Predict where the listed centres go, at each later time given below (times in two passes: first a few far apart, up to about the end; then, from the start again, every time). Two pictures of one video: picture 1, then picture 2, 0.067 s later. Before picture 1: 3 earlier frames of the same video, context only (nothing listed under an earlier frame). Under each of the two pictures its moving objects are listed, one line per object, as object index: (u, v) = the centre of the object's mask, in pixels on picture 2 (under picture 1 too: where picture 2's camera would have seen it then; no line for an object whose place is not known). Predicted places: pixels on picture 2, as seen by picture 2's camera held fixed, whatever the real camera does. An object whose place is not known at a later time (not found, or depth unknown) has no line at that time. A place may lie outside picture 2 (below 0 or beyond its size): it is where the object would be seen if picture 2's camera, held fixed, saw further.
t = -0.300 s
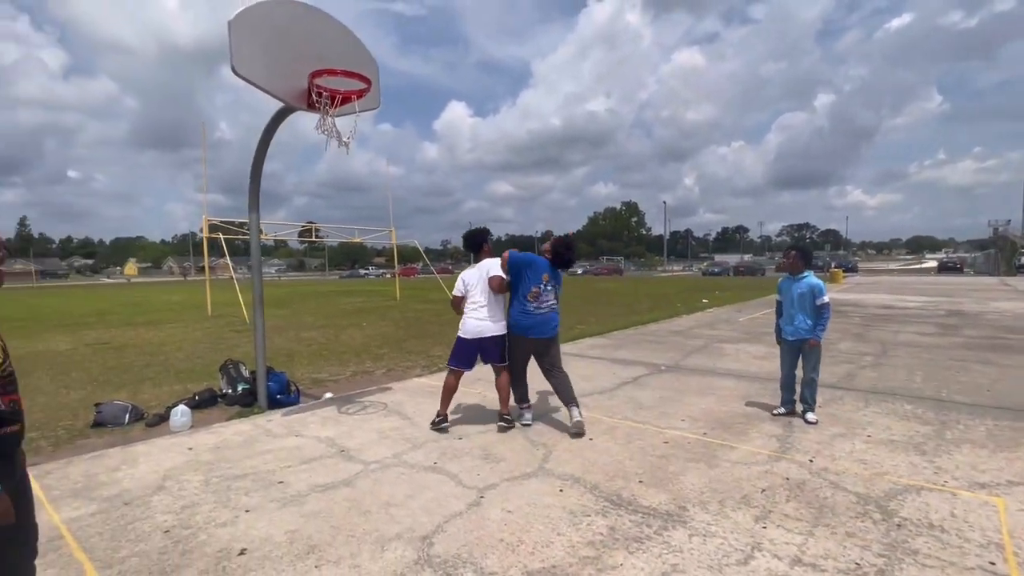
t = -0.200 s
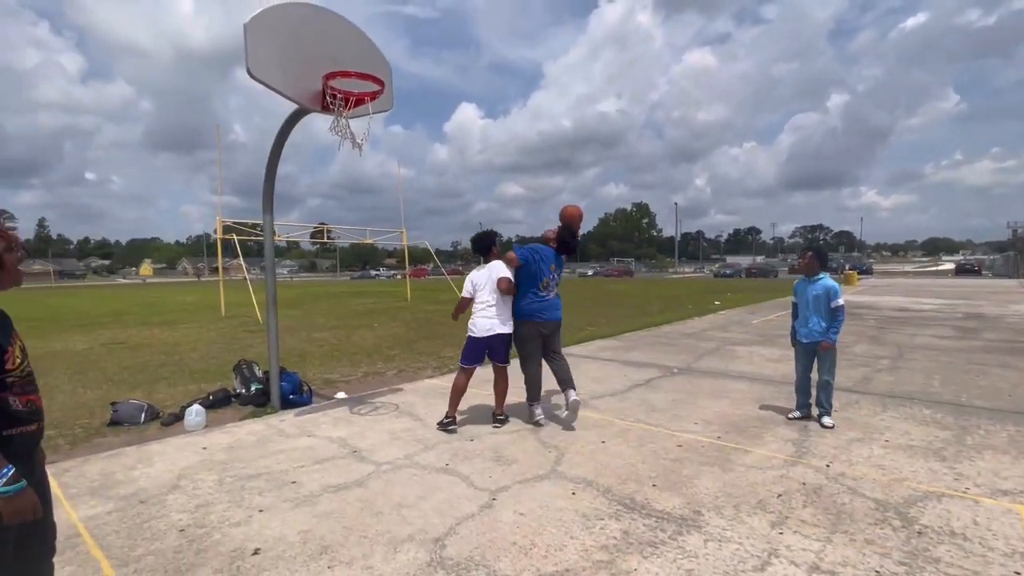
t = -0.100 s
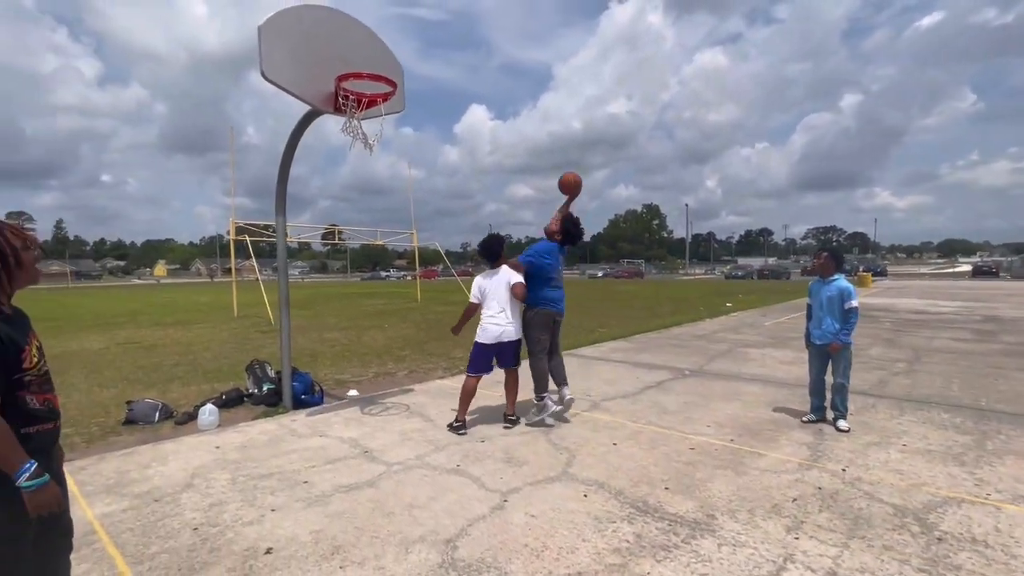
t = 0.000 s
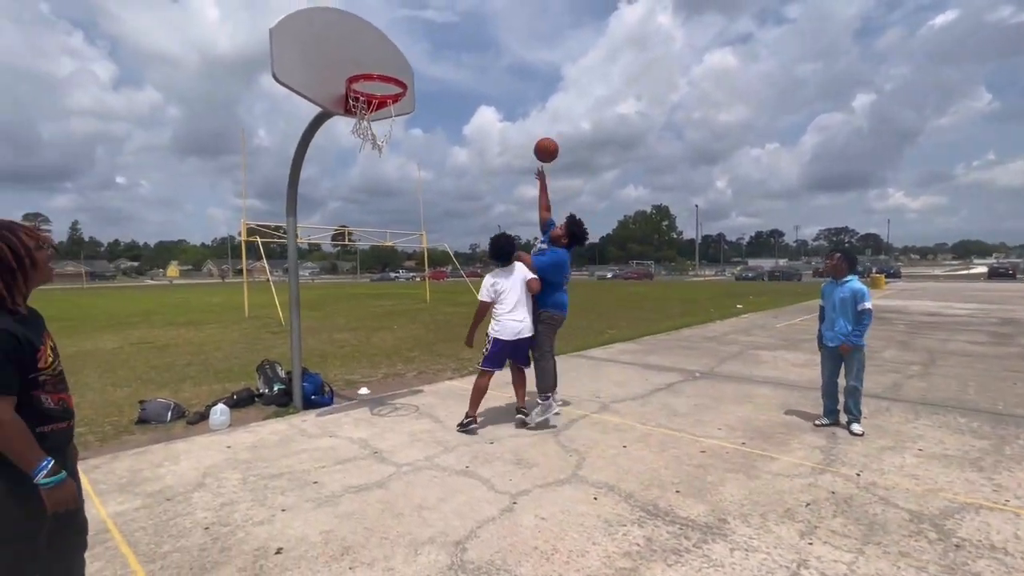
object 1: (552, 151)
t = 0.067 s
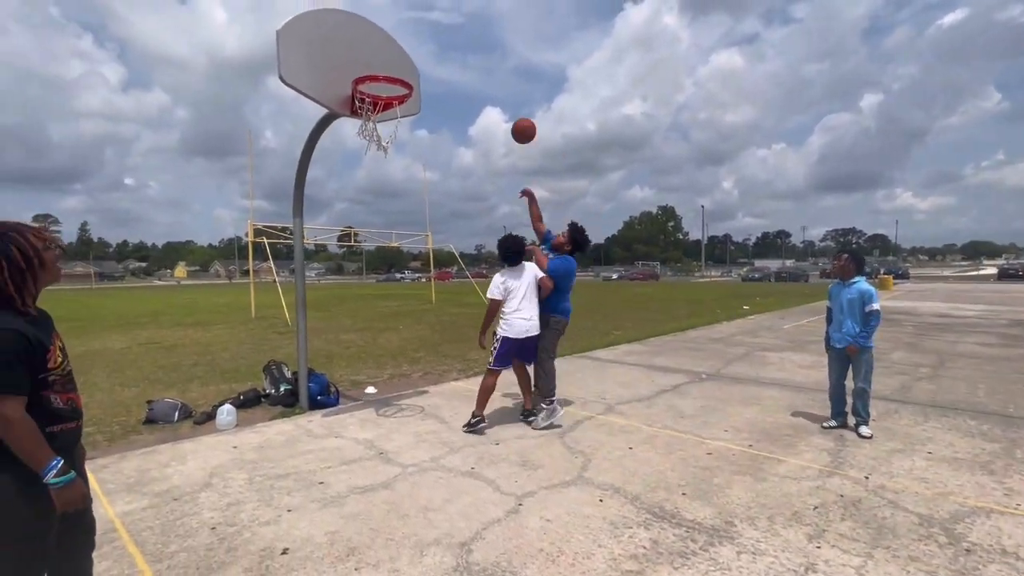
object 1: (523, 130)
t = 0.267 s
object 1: (435, 98)
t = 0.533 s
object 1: (436, 110)
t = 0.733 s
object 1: (479, 159)
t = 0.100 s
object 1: (509, 122)
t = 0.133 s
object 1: (494, 115)
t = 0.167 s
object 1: (479, 109)
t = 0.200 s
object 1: (465, 104)
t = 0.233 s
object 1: (450, 100)
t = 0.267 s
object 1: (435, 98)
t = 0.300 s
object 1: (421, 97)
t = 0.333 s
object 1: (409, 98)
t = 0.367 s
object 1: (405, 94)
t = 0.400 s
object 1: (407, 97)
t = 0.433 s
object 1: (414, 100)
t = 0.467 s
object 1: (421, 102)
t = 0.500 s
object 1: (429, 105)
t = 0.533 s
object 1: (436, 110)
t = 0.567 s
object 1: (444, 116)
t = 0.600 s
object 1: (451, 123)
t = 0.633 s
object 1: (459, 130)
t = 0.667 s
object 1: (466, 139)
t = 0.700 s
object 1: (472, 149)
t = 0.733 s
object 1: (479, 159)
